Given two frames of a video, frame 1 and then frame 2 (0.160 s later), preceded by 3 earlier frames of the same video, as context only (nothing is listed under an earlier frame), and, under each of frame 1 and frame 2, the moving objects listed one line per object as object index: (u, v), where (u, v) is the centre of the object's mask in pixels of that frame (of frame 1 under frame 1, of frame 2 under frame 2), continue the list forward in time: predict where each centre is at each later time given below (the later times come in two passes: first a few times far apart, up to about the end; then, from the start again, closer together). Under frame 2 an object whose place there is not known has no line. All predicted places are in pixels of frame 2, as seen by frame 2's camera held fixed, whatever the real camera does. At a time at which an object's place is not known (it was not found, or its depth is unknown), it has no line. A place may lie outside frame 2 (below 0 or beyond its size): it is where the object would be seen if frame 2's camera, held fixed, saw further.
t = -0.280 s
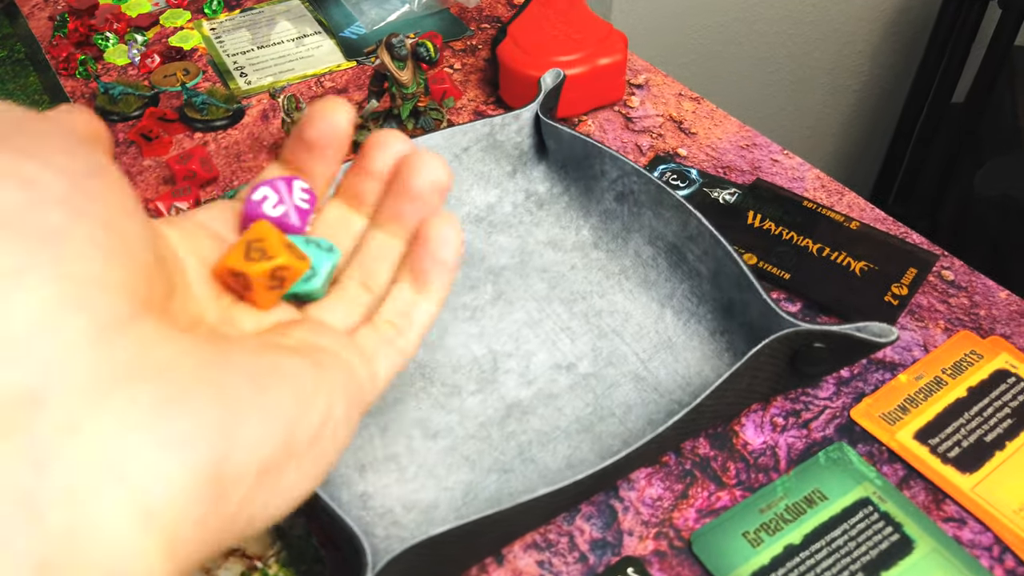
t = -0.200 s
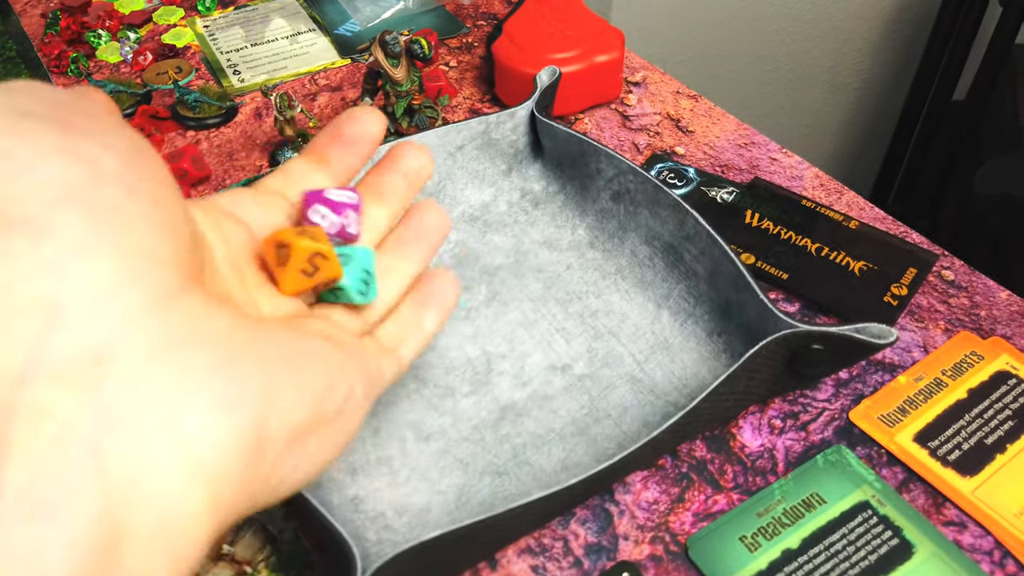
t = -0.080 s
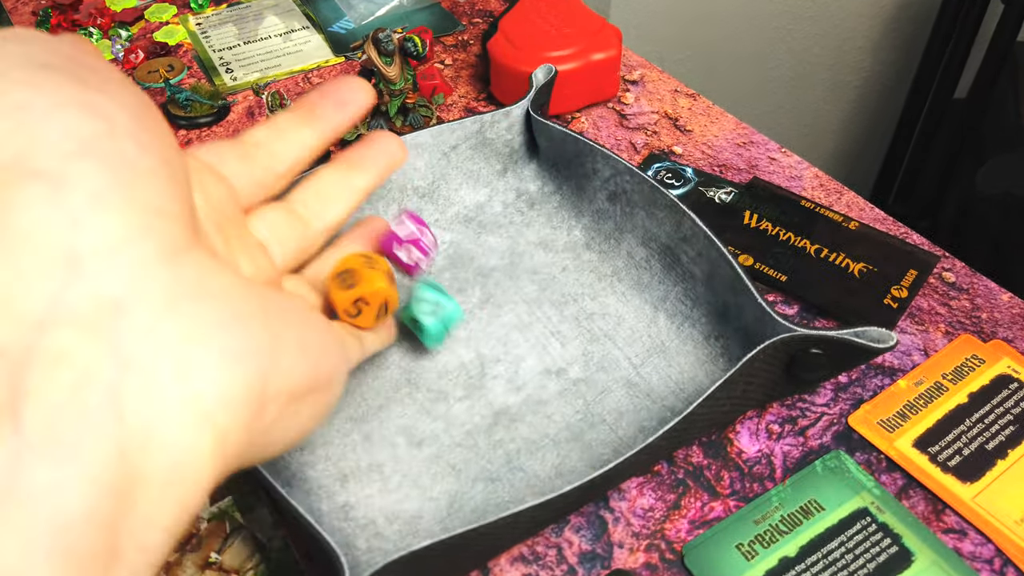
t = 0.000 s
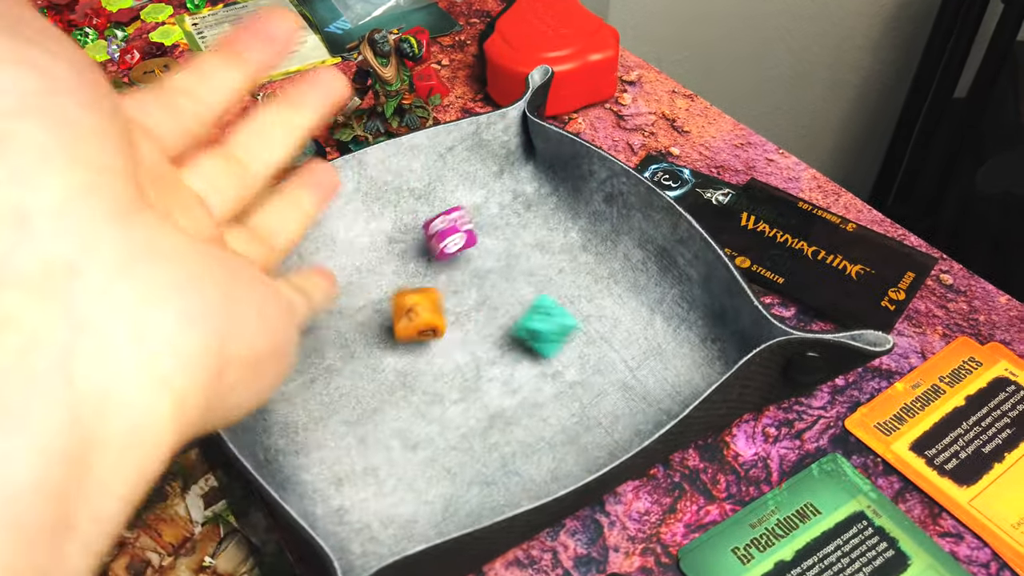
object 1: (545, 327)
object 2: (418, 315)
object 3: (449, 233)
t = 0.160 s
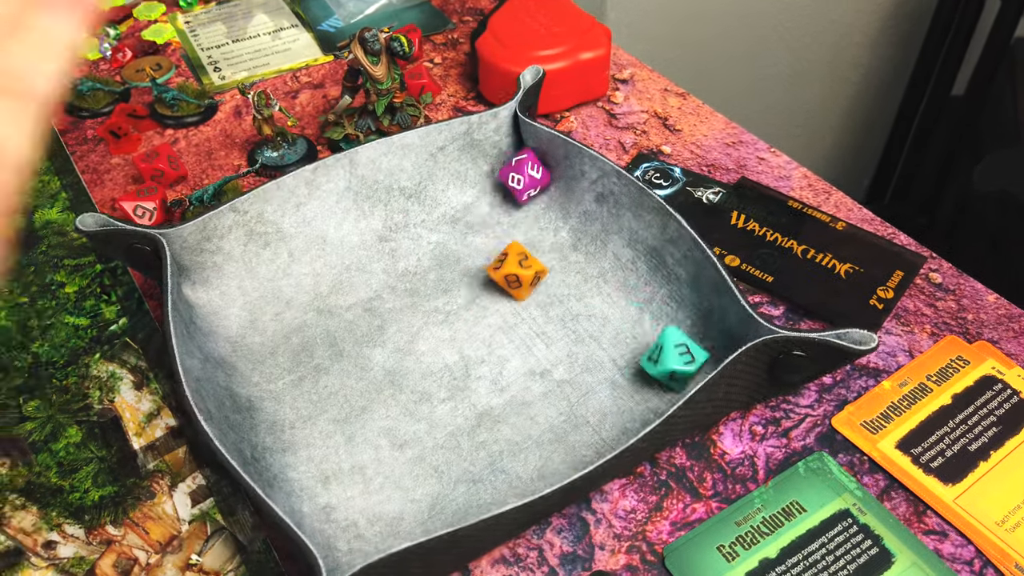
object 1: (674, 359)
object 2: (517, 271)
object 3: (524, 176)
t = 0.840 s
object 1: (654, 382)
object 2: (524, 262)
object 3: (506, 216)
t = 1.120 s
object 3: (506, 216)
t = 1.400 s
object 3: (506, 216)
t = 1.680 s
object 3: (505, 215)
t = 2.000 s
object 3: (506, 216)
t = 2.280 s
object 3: (506, 216)
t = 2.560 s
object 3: (506, 216)
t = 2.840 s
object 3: (505, 215)
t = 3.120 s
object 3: (505, 215)
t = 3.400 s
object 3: (505, 216)
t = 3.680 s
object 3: (506, 216)
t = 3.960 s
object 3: (506, 216)
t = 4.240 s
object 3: (506, 216)
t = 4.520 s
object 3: (506, 216)
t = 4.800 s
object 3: (506, 216)
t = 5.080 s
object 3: (506, 216)
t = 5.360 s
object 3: (506, 215)
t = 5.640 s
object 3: (506, 215)
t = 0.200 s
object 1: (669, 374)
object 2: (523, 263)
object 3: (520, 188)
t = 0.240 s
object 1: (662, 381)
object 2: (524, 262)
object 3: (514, 201)
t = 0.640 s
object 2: (524, 262)
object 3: (506, 216)
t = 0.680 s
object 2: (524, 262)
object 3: (506, 216)
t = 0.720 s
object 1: (654, 383)
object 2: (524, 262)
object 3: (506, 216)
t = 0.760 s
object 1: (654, 382)
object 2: (524, 262)
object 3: (506, 216)
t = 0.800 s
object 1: (654, 382)
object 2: (524, 262)
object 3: (506, 216)
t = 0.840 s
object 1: (654, 382)
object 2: (524, 262)
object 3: (506, 216)
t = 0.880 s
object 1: (654, 382)
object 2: (524, 262)
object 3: (506, 216)
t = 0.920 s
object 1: (654, 382)
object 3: (506, 216)
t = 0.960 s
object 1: (654, 382)
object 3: (506, 216)
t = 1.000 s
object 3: (506, 216)
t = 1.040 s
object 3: (506, 216)
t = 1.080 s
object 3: (506, 216)
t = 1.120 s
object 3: (506, 216)
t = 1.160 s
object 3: (506, 216)
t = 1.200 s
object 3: (506, 216)
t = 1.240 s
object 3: (506, 216)
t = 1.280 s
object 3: (506, 216)
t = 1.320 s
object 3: (506, 216)
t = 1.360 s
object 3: (506, 216)
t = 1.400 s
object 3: (506, 216)
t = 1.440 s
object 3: (506, 216)
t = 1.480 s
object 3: (506, 216)
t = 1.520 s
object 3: (506, 216)
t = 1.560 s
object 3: (505, 216)
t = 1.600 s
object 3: (506, 215)
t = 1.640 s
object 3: (506, 216)
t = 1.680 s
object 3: (505, 215)
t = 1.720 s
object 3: (506, 216)
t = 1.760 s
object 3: (505, 216)
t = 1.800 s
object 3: (506, 216)
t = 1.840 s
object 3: (506, 216)
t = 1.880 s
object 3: (506, 216)
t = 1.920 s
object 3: (506, 216)
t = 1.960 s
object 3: (506, 215)
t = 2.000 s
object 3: (506, 216)
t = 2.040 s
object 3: (506, 216)
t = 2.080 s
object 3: (506, 216)
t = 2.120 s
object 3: (506, 216)
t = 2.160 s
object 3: (506, 216)
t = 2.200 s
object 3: (506, 216)
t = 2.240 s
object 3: (506, 216)
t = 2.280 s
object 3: (506, 216)
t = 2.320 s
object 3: (506, 216)
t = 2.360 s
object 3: (506, 216)
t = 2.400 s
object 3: (506, 215)
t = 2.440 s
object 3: (506, 216)
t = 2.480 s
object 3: (506, 216)
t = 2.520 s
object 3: (506, 216)
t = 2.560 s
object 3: (506, 216)
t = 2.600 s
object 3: (506, 216)
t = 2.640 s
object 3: (506, 216)
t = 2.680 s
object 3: (506, 216)
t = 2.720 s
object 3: (505, 215)
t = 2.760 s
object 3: (505, 215)
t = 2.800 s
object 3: (505, 215)
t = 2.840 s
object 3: (505, 215)
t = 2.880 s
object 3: (505, 215)
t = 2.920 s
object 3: (505, 215)
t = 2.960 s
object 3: (505, 215)
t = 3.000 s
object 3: (505, 215)
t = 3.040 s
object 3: (505, 215)
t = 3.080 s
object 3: (505, 215)
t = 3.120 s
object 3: (505, 215)
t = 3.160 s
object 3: (505, 215)
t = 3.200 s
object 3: (505, 215)
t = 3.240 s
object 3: (505, 215)
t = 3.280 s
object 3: (505, 215)
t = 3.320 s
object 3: (505, 215)
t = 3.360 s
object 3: (505, 215)
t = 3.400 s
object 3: (505, 216)
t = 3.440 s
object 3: (505, 216)
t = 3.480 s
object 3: (505, 216)
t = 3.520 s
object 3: (505, 216)
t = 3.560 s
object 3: (506, 216)
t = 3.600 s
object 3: (506, 216)
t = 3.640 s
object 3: (506, 216)
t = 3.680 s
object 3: (506, 216)
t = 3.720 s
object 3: (506, 216)
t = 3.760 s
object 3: (506, 215)
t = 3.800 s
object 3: (506, 216)
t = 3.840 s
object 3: (506, 216)
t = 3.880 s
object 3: (506, 216)
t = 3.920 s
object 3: (506, 216)
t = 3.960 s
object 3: (506, 216)
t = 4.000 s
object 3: (506, 216)
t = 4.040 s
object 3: (506, 216)
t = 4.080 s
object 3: (506, 216)
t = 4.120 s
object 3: (506, 216)
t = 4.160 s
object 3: (506, 216)
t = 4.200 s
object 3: (506, 216)
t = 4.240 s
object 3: (506, 216)
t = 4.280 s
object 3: (506, 216)
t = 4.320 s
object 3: (506, 216)
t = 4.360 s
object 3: (506, 216)
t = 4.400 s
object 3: (506, 216)
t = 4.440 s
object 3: (506, 216)
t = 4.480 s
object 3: (506, 216)
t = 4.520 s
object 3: (506, 216)
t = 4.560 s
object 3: (506, 216)
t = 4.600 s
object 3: (506, 216)
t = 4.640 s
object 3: (506, 216)
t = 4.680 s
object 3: (506, 216)
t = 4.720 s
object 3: (506, 216)
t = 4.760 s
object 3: (506, 216)
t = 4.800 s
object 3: (506, 216)
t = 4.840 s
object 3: (506, 216)
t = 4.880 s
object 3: (506, 216)
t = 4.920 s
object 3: (506, 216)
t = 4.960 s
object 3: (506, 216)
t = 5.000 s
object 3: (506, 216)
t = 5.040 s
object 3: (506, 216)
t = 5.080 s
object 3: (506, 216)
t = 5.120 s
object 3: (506, 216)
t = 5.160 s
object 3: (506, 216)
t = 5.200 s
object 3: (506, 216)
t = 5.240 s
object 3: (506, 216)
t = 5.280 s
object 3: (506, 215)
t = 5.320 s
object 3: (506, 215)
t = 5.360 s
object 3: (506, 215)
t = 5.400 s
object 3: (506, 215)
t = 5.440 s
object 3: (506, 215)
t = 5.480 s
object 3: (506, 215)
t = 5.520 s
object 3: (506, 215)
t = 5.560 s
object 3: (506, 216)
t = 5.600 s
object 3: (506, 215)
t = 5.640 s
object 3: (506, 215)
